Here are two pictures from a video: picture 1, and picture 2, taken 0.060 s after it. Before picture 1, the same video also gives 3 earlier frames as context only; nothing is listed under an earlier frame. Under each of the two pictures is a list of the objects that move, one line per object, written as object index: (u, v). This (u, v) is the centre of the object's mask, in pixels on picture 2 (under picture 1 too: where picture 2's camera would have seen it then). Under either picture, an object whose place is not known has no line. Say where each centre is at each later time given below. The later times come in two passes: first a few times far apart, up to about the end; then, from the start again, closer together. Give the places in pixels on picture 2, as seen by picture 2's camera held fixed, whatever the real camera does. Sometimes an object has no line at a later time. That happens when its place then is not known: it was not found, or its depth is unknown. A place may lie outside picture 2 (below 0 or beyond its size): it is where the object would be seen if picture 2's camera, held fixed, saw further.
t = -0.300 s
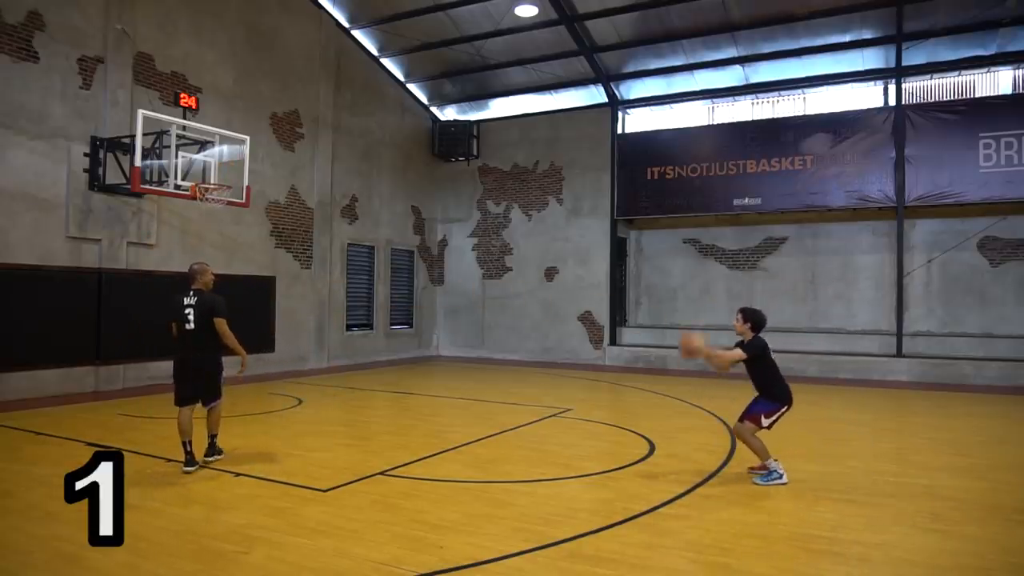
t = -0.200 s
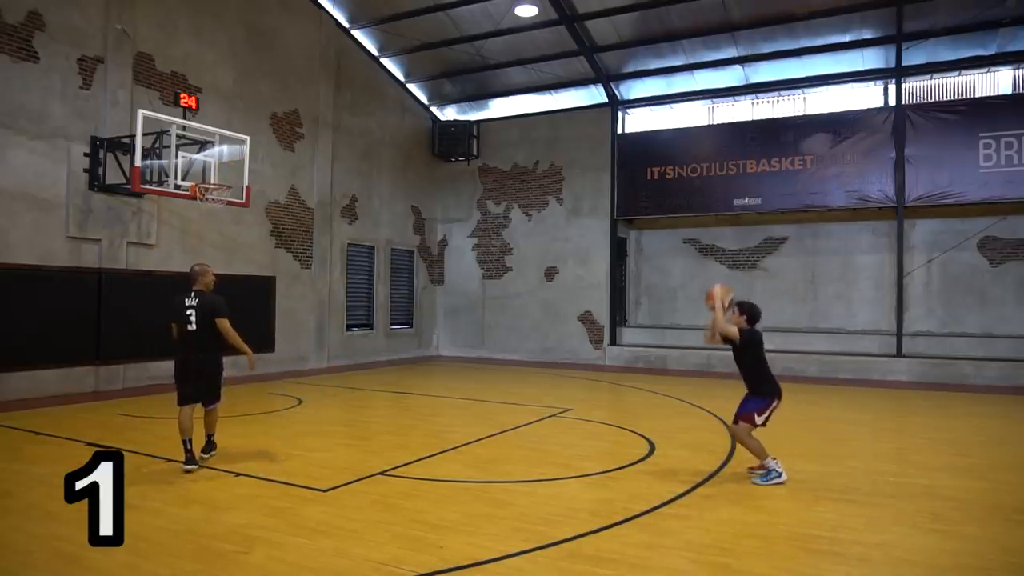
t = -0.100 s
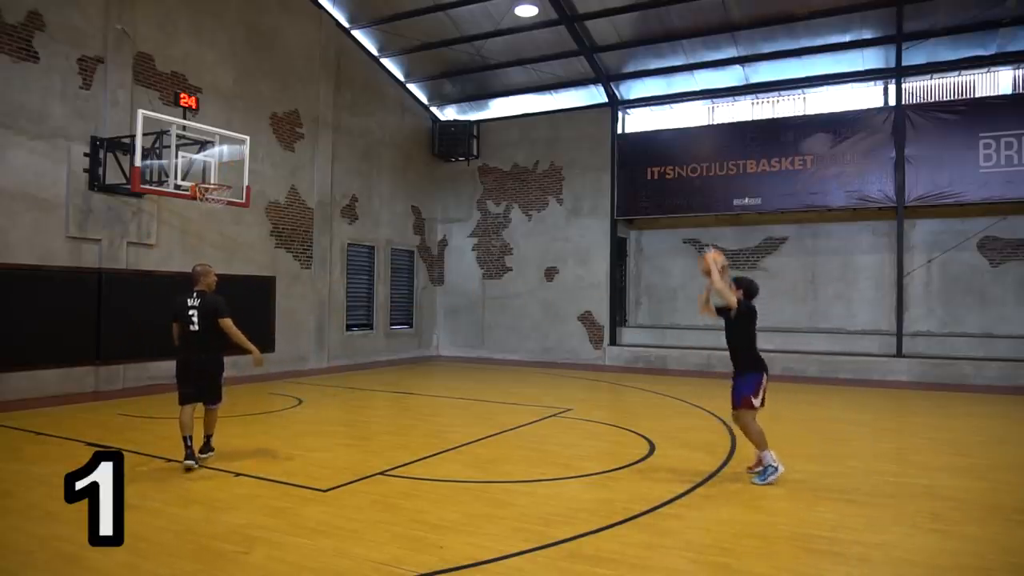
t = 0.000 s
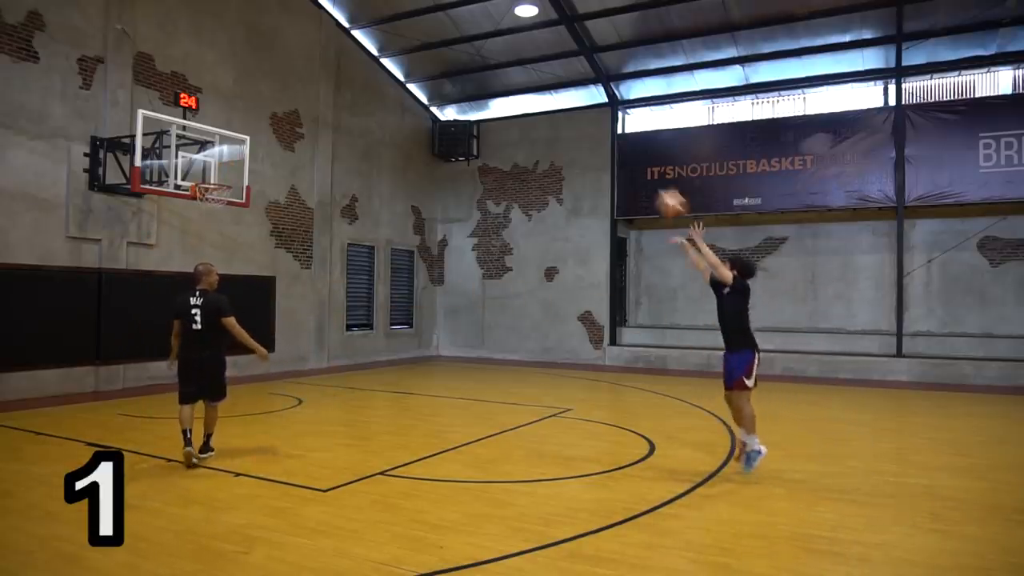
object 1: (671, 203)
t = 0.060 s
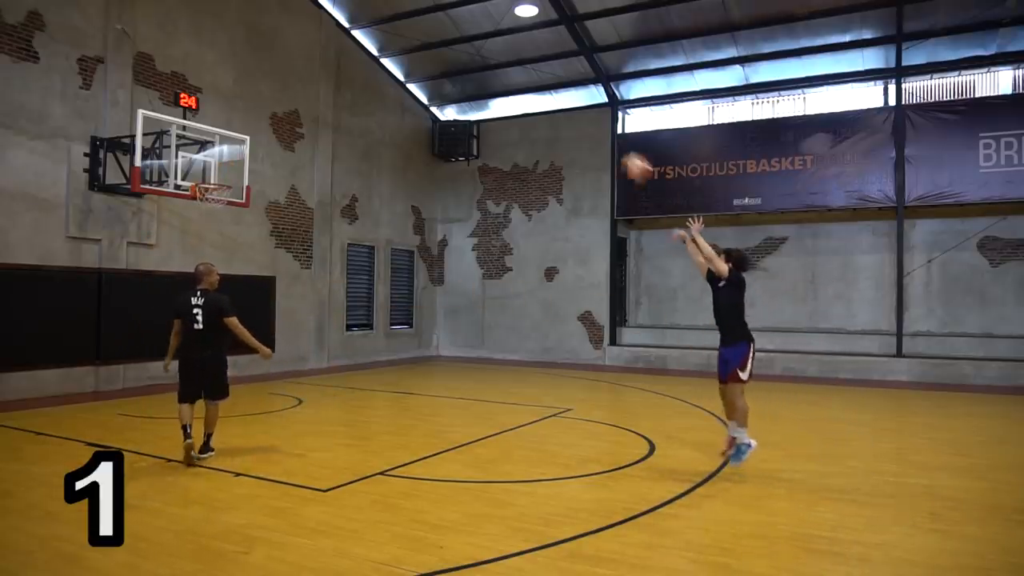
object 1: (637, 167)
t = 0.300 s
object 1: (515, 72)
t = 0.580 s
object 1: (403, 40)
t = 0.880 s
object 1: (305, 77)
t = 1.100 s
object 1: (247, 140)
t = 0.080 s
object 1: (626, 158)
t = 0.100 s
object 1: (615, 146)
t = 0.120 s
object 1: (604, 136)
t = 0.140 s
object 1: (594, 127)
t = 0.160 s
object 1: (583, 119)
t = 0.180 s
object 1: (575, 113)
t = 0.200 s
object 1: (565, 104)
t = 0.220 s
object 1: (552, 94)
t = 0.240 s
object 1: (543, 87)
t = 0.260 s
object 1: (535, 82)
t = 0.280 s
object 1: (525, 77)
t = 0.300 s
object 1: (515, 72)
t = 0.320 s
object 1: (506, 66)
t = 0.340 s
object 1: (498, 63)
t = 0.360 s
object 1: (490, 59)
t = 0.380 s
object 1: (482, 55)
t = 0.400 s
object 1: (473, 52)
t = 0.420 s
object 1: (465, 50)
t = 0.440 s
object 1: (456, 47)
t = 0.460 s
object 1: (448, 45)
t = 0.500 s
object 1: (432, 42)
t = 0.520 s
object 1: (425, 41)
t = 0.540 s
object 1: (418, 41)
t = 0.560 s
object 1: (410, 41)
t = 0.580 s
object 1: (403, 40)
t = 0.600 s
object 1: (396, 40)
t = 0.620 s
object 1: (389, 42)
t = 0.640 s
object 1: (382, 42)
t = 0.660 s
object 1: (376, 44)
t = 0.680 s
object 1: (368, 46)
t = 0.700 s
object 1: (361, 49)
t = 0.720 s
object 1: (354, 49)
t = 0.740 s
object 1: (348, 52)
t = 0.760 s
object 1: (342, 55)
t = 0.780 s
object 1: (335, 58)
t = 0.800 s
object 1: (329, 61)
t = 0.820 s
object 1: (323, 64)
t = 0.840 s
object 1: (317, 68)
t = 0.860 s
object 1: (311, 73)
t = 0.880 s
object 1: (305, 77)
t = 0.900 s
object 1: (300, 81)
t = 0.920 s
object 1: (294, 86)
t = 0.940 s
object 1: (288, 91)
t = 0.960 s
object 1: (282, 96)
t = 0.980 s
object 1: (277, 101)
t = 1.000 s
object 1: (273, 107)
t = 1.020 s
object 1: (267, 114)
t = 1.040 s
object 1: (260, 121)
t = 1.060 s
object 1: (257, 126)
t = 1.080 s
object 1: (251, 133)
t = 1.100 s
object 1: (247, 140)
